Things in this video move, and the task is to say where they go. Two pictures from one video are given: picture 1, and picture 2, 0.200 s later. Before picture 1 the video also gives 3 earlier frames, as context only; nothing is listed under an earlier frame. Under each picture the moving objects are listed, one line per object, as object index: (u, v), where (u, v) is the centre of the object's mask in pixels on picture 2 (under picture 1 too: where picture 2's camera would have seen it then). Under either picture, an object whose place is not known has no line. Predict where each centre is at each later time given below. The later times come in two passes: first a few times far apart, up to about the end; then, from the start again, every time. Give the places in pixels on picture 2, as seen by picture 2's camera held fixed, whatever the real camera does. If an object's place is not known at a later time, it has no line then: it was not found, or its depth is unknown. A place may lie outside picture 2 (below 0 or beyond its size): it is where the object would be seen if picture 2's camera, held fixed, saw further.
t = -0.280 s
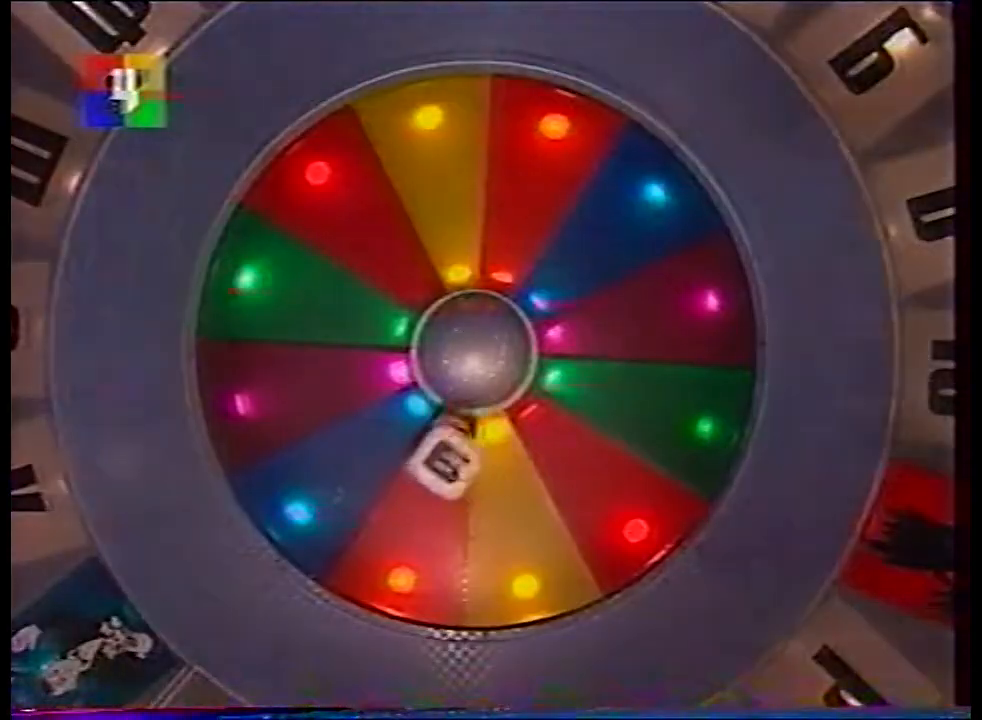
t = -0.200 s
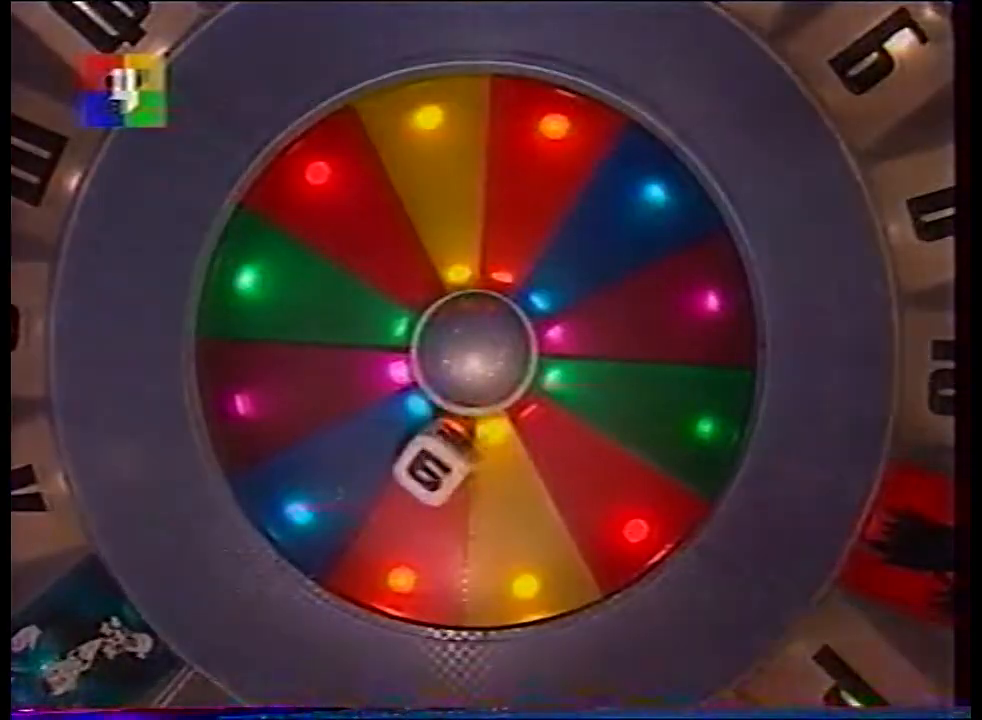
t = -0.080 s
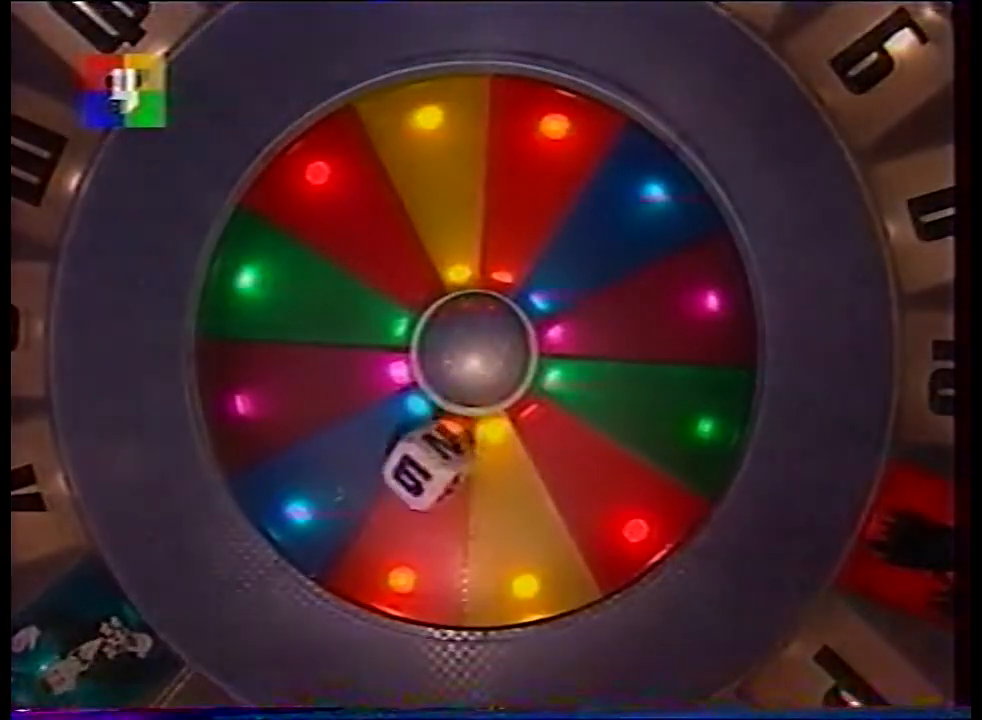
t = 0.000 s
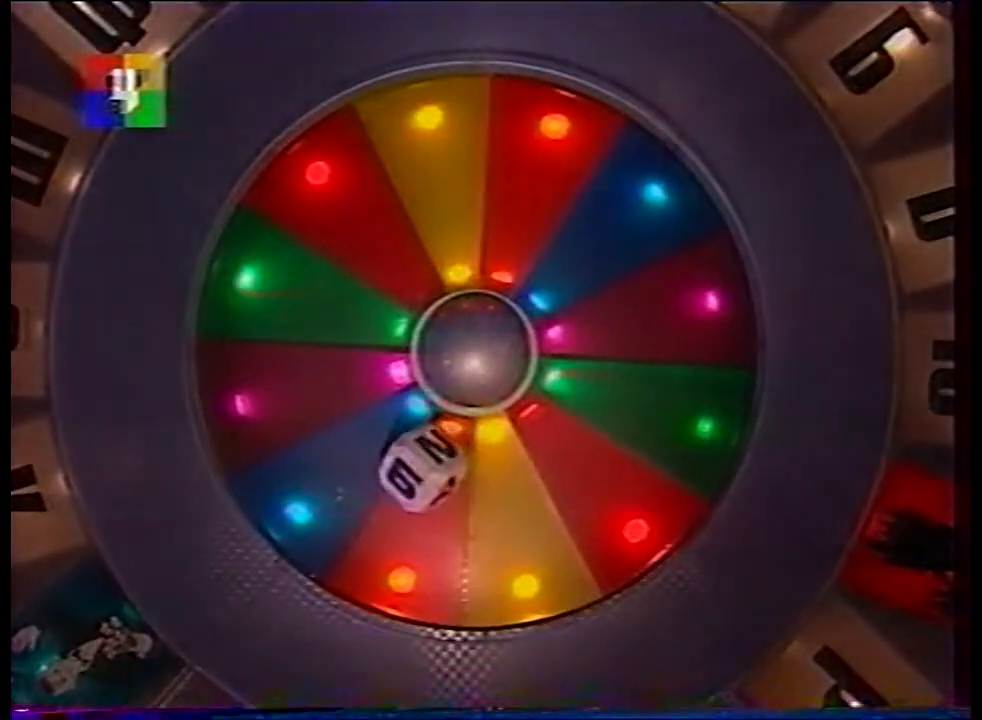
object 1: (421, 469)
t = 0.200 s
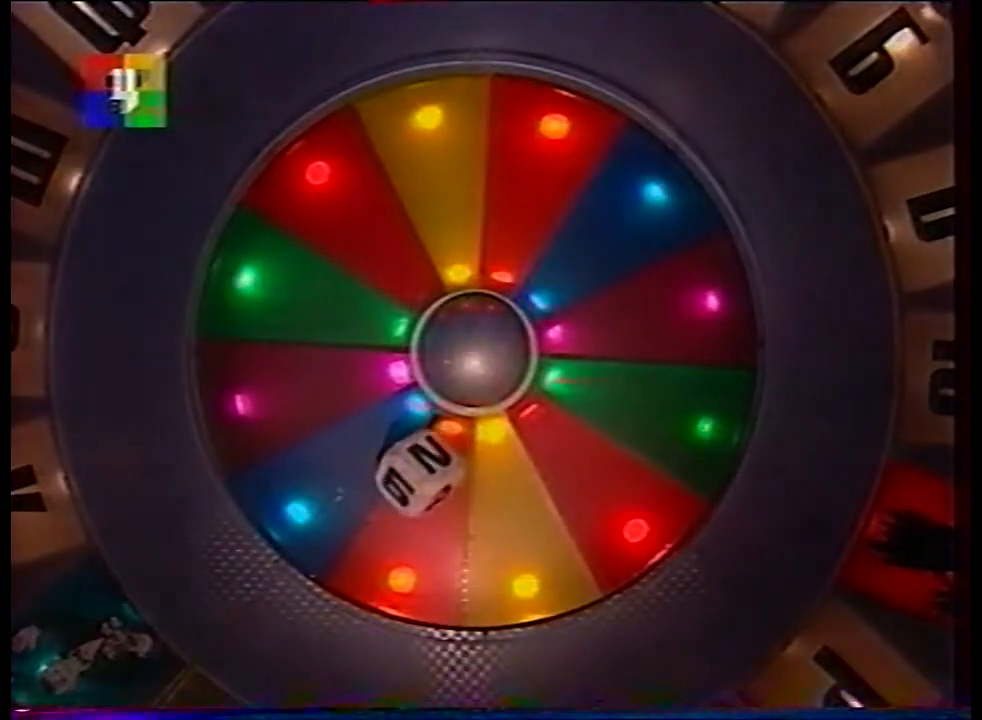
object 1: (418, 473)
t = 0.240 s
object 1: (419, 474)
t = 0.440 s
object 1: (421, 485)
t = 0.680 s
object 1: (416, 510)
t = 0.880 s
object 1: (389, 514)
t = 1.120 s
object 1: (402, 499)
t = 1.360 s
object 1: (418, 515)
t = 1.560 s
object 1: (403, 508)
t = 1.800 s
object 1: (404, 498)
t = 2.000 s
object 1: (410, 515)
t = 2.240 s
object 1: (401, 503)
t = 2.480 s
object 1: (407, 504)
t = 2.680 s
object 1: (409, 509)
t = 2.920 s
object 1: (403, 502)
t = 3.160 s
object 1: (410, 508)
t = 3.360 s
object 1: (404, 502)
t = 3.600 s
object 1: (410, 508)
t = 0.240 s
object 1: (419, 474)
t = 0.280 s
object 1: (419, 475)
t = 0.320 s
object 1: (419, 477)
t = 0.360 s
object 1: (419, 480)
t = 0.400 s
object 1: (420, 482)
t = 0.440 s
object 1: (421, 485)
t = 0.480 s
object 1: (423, 489)
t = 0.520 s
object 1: (424, 493)
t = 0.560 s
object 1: (424, 497)
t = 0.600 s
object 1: (423, 501)
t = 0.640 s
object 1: (421, 505)
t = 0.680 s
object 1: (416, 510)
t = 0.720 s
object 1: (408, 515)
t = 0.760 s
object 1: (401, 516)
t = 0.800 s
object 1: (395, 516)
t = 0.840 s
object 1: (391, 515)
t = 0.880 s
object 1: (389, 514)
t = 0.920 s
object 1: (388, 512)
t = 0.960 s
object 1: (389, 510)
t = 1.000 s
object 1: (390, 508)
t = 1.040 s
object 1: (392, 506)
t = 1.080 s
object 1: (396, 503)
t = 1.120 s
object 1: (402, 499)
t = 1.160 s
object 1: (408, 500)
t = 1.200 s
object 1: (413, 502)
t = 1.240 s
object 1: (417, 505)
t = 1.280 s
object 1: (418, 508)
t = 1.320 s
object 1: (419, 511)
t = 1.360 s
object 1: (418, 515)
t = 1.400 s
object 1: (416, 517)
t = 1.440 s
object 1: (411, 518)
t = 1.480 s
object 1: (409, 516)
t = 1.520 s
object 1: (405, 514)
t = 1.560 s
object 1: (403, 508)
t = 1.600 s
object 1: (403, 500)
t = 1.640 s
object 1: (403, 498)
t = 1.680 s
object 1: (403, 496)
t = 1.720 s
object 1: (404, 495)
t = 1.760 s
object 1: (404, 495)
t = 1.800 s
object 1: (404, 498)
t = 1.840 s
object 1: (405, 501)
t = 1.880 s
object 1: (405, 507)
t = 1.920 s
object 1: (407, 512)
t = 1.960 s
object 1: (409, 515)
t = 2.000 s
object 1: (410, 515)
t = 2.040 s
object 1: (411, 514)
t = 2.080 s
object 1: (412, 512)
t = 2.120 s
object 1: (412, 506)
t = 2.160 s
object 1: (409, 504)
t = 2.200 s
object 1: (405, 501)
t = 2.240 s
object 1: (401, 503)
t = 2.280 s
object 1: (398, 504)
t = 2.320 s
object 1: (397, 505)
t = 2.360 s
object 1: (398, 505)
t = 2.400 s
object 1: (399, 505)
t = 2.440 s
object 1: (402, 504)
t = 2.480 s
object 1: (407, 504)
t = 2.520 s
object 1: (411, 505)
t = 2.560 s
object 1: (411, 509)
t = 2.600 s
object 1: (411, 509)
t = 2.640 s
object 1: (410, 510)
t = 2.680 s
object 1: (409, 509)
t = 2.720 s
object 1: (406, 508)
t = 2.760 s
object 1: (406, 503)
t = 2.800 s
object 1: (404, 501)
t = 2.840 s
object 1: (403, 500)
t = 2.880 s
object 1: (403, 500)
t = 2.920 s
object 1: (403, 502)
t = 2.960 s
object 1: (402, 506)
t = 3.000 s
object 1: (407, 507)
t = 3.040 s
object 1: (410, 509)
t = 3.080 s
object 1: (411, 509)
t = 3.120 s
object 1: (412, 509)
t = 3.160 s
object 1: (410, 508)
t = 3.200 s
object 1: (409, 508)
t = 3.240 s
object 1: (405, 507)
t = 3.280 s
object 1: (403, 505)
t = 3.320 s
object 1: (404, 502)
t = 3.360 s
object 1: (404, 502)
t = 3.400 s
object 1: (404, 504)
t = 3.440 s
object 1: (405, 506)
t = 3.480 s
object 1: (407, 507)
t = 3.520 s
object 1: (408, 508)
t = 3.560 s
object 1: (410, 508)
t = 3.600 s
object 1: (410, 508)
